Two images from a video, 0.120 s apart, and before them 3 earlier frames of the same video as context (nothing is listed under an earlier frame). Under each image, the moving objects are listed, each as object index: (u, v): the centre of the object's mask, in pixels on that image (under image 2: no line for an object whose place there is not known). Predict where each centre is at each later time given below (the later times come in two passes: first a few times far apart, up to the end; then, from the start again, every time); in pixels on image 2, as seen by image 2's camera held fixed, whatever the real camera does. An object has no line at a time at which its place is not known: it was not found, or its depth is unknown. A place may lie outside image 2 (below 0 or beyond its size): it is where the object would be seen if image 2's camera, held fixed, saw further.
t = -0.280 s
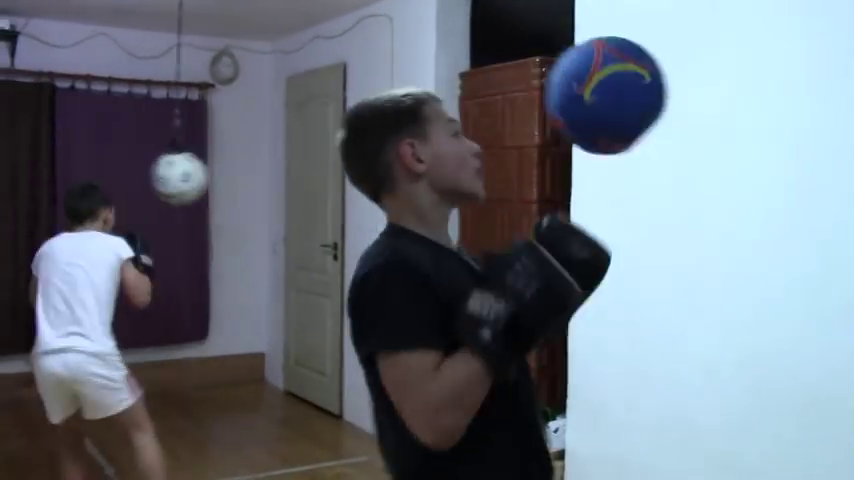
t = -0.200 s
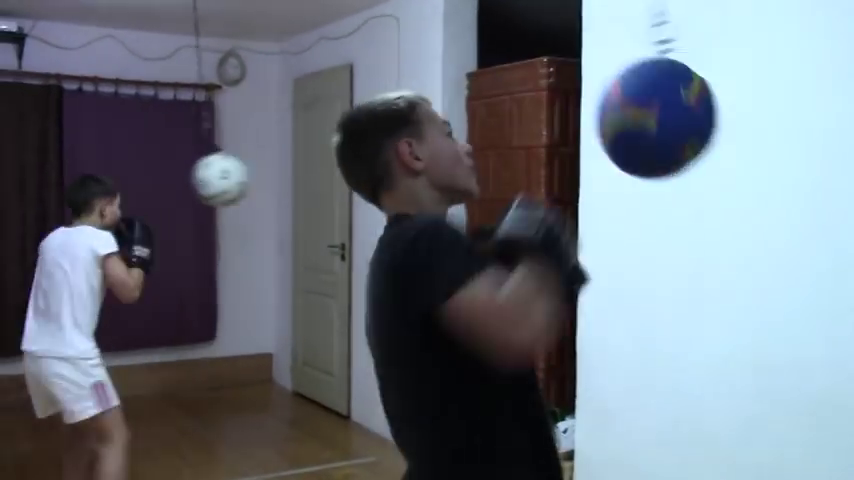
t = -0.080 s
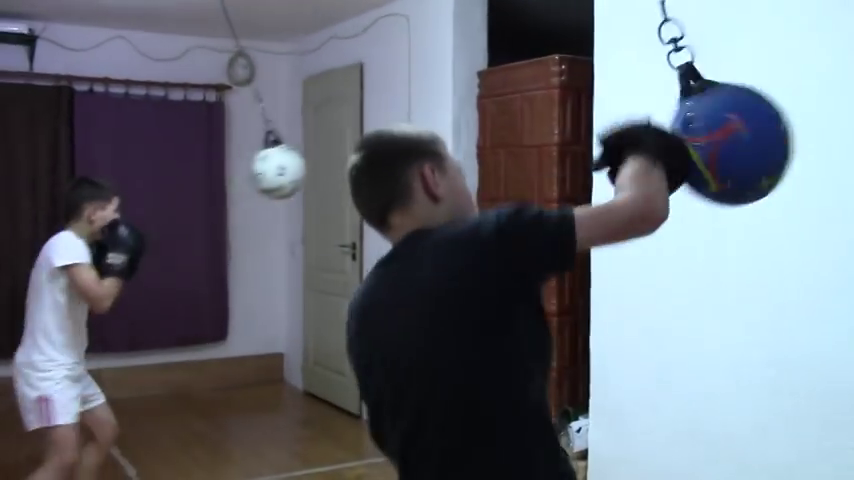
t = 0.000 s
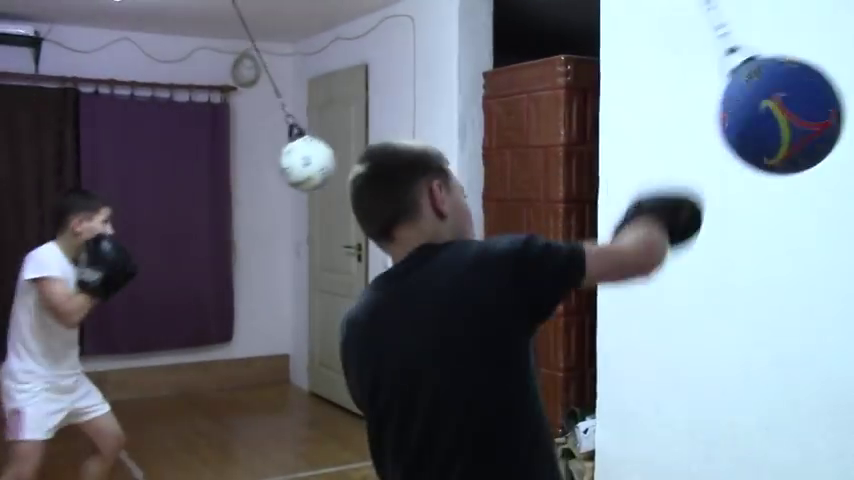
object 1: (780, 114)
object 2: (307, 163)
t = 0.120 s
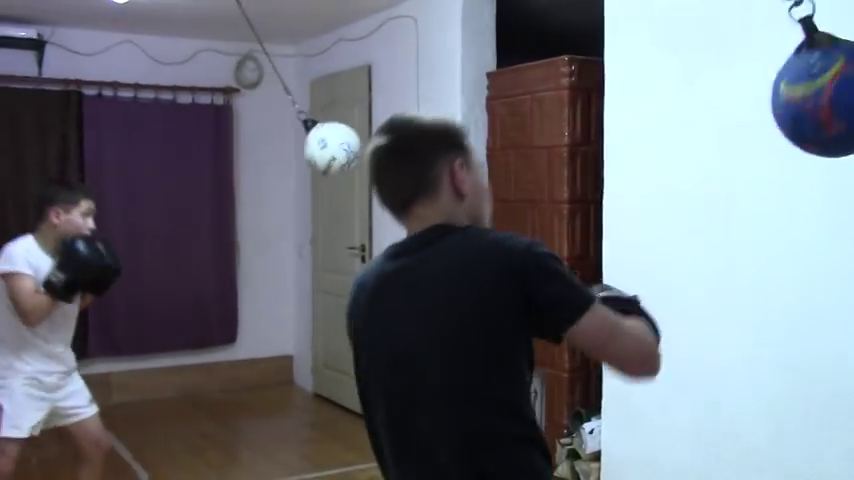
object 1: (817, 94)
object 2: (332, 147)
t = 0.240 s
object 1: (811, 74)
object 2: (338, 140)
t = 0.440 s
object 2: (310, 152)
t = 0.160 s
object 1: (816, 86)
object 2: (336, 143)
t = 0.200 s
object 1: (813, 78)
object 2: (338, 142)
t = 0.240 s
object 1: (811, 74)
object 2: (338, 140)
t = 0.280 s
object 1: (809, 74)
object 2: (336, 140)
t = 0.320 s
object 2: (333, 141)
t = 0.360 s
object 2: (327, 143)
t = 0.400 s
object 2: (319, 147)
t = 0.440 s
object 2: (310, 152)
